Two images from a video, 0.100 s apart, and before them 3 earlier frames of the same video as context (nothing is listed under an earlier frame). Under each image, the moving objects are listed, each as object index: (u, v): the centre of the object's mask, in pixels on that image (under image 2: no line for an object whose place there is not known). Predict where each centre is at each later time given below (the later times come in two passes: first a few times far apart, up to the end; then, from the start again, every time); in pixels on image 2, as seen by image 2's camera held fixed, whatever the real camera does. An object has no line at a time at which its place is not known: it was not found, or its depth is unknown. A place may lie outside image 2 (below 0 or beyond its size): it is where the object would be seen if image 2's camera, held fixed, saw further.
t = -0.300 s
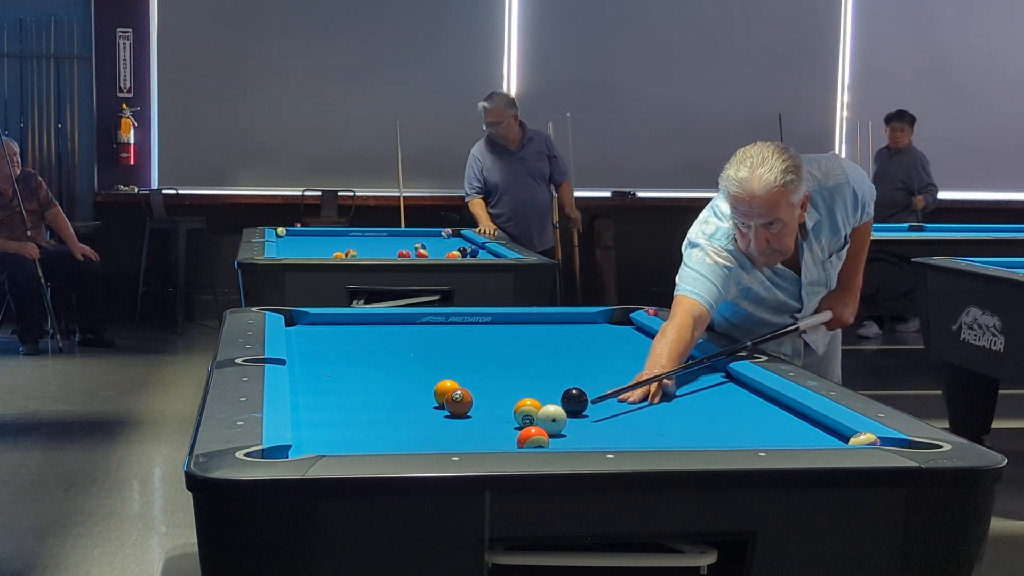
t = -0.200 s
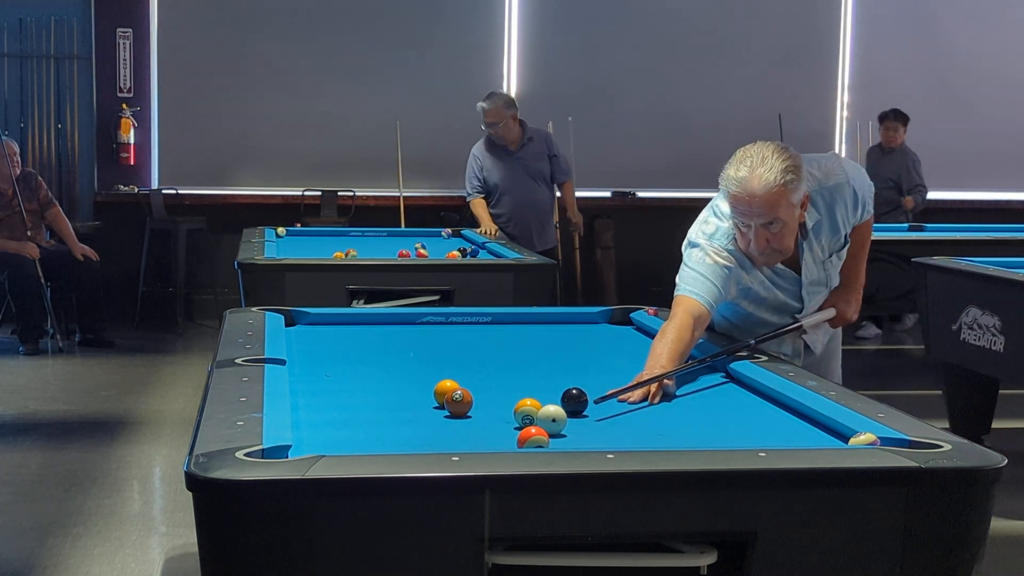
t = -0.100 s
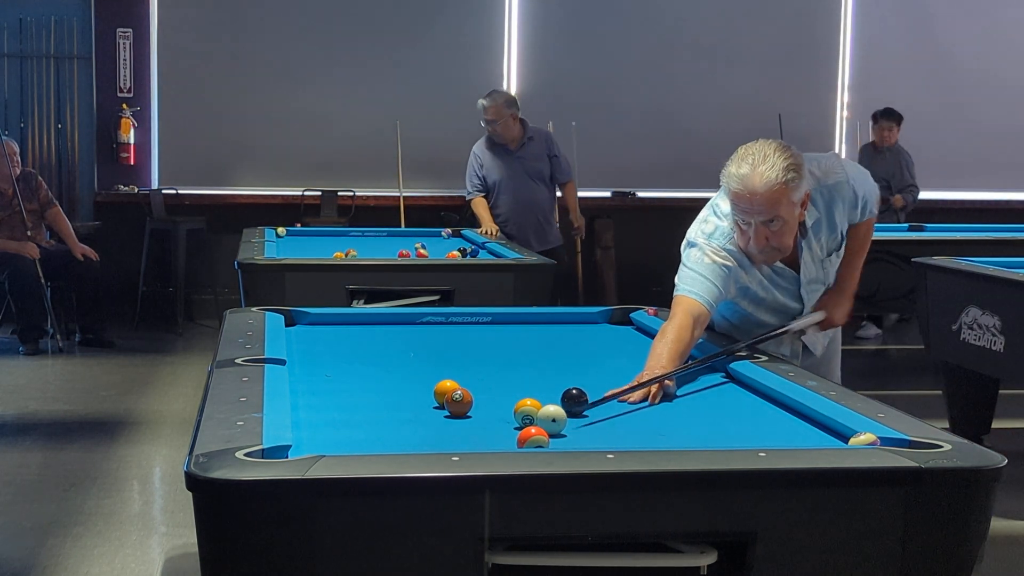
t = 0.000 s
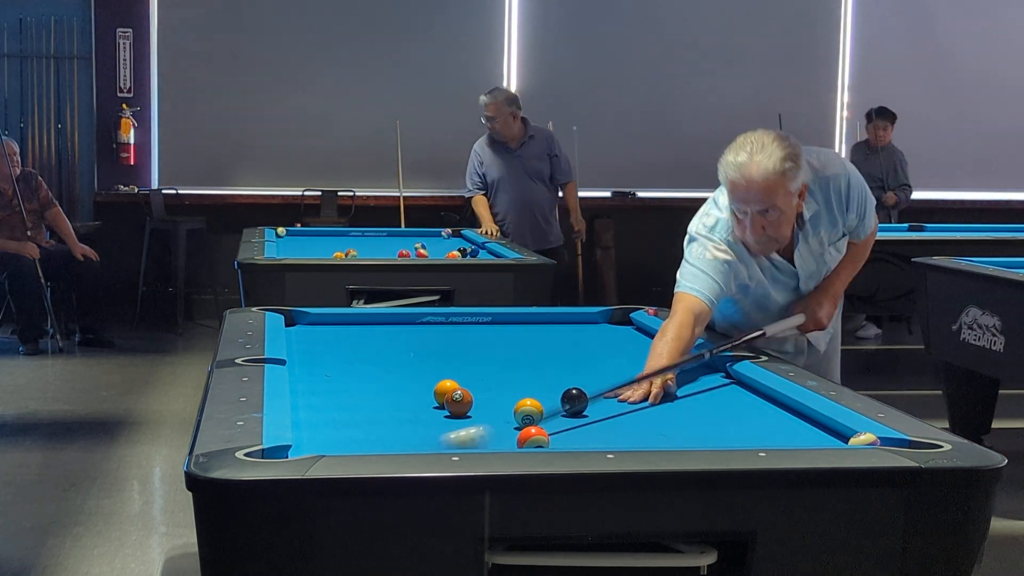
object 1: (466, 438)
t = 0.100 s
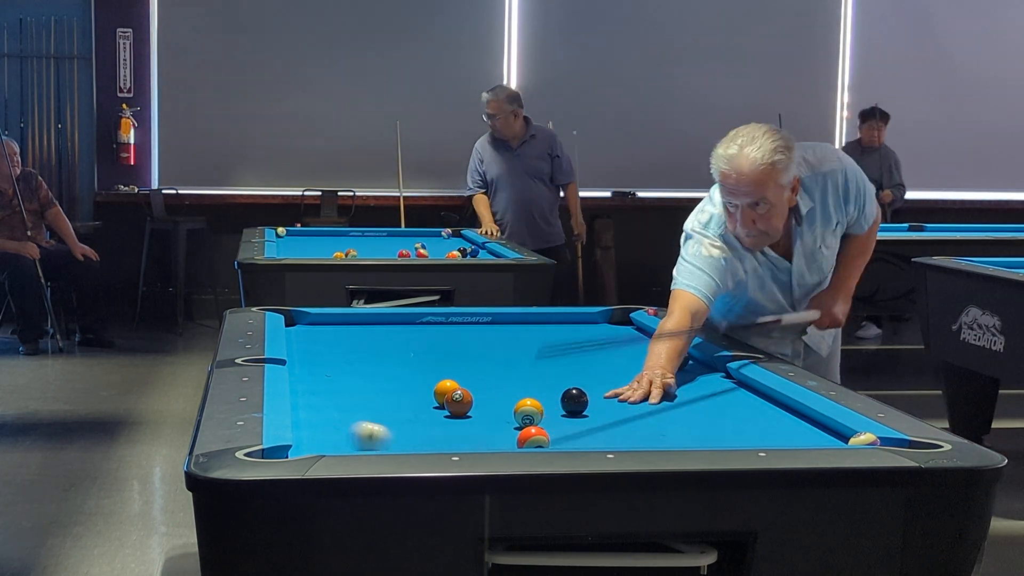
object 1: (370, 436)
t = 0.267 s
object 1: (330, 410)
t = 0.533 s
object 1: (403, 379)
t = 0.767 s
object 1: (453, 358)
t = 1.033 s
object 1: (500, 338)
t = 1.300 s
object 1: (537, 321)
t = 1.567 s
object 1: (601, 319)
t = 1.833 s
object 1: (612, 329)
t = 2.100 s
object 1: (580, 338)
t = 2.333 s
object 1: (550, 346)
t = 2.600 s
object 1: (515, 356)
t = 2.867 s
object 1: (476, 366)
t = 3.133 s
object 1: (435, 375)
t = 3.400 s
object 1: (393, 389)
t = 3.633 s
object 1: (353, 399)
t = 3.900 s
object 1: (306, 413)
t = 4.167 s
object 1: (333, 420)
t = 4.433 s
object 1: (360, 426)
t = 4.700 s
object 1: (386, 433)
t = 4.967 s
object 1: (409, 437)
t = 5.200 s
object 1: (429, 440)
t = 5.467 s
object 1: (450, 442)
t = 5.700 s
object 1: (465, 443)
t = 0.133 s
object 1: (346, 431)
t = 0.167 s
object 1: (324, 426)
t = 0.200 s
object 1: (307, 421)
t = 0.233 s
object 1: (319, 415)
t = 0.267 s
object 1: (330, 410)
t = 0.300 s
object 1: (340, 406)
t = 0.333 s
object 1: (350, 402)
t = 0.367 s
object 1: (360, 398)
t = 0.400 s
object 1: (369, 394)
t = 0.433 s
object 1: (378, 390)
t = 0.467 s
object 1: (387, 386)
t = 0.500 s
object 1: (395, 383)
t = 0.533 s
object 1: (403, 379)
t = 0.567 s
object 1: (411, 376)
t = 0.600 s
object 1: (418, 373)
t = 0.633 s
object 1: (426, 369)
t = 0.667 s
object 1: (433, 366)
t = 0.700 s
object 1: (440, 363)
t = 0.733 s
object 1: (447, 361)
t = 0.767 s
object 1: (453, 358)
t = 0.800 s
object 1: (459, 355)
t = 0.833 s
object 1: (466, 353)
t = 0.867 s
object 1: (471, 350)
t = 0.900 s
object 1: (478, 347)
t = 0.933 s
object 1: (483, 345)
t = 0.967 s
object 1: (489, 342)
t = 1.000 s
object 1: (494, 340)
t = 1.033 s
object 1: (500, 338)
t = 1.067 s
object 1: (505, 336)
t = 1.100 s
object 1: (510, 334)
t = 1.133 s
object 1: (515, 331)
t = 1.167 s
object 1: (519, 329)
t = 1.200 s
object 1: (524, 327)
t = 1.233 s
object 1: (528, 325)
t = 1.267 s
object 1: (533, 323)
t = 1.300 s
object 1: (537, 321)
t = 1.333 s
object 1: (541, 320)
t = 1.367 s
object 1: (545, 318)
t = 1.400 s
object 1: (549, 316)
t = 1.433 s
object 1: (558, 316)
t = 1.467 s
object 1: (568, 317)
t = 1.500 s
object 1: (579, 317)
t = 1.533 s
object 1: (590, 318)
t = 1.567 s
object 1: (601, 319)
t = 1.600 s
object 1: (612, 320)
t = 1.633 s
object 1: (622, 322)
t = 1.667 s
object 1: (630, 323)
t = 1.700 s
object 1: (627, 325)
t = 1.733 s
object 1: (623, 326)
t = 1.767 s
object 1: (620, 327)
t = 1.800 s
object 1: (616, 328)
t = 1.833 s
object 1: (612, 329)
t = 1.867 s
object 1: (608, 330)
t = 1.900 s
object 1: (604, 331)
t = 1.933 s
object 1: (600, 332)
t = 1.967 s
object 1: (596, 333)
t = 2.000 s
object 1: (592, 335)
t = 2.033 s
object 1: (588, 336)
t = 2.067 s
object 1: (584, 337)
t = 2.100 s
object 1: (580, 338)
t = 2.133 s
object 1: (575, 339)
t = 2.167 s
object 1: (571, 340)
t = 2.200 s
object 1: (567, 341)
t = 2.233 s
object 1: (563, 343)
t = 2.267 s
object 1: (559, 344)
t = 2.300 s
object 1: (554, 345)
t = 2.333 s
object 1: (550, 346)
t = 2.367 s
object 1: (546, 347)
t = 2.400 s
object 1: (541, 348)
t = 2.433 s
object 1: (537, 350)
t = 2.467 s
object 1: (533, 351)
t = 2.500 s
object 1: (528, 352)
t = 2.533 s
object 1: (523, 353)
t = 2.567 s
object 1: (519, 354)
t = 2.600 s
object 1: (515, 356)
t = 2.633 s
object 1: (510, 357)
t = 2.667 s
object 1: (505, 358)
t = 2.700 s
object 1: (500, 360)
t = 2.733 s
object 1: (496, 361)
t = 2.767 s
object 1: (491, 362)
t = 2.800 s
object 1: (486, 364)
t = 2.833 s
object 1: (481, 365)
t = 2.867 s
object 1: (476, 366)
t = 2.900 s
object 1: (472, 368)
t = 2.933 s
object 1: (467, 369)
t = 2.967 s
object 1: (462, 370)
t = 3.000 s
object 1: (457, 370)
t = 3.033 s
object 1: (452, 371)
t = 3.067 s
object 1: (446, 371)
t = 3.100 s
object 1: (440, 373)
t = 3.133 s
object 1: (435, 375)
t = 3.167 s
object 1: (430, 378)
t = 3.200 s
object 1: (425, 380)
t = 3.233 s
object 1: (420, 381)
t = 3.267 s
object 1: (415, 382)
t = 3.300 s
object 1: (409, 384)
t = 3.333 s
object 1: (404, 386)
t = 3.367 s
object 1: (398, 387)
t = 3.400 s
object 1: (393, 389)
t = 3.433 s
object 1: (387, 390)
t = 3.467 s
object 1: (382, 391)
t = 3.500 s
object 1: (376, 393)
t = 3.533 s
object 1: (370, 394)
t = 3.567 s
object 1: (364, 396)
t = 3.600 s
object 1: (359, 398)
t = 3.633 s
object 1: (353, 399)
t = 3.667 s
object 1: (347, 401)
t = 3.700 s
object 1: (341, 403)
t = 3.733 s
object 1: (335, 404)
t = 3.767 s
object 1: (329, 406)
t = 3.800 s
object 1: (323, 407)
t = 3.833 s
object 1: (317, 409)
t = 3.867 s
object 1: (311, 410)
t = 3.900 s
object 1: (306, 413)
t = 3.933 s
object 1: (309, 413)
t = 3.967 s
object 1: (312, 414)
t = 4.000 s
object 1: (316, 415)
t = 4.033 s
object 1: (319, 416)
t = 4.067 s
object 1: (323, 417)
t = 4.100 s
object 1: (326, 418)
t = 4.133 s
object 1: (330, 419)
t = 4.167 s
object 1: (333, 420)
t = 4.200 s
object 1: (337, 420)
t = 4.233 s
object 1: (340, 421)
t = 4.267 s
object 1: (343, 422)
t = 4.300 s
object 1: (347, 423)
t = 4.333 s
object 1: (350, 424)
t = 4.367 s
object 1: (353, 425)
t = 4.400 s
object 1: (357, 426)
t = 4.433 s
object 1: (360, 426)
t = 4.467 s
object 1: (363, 427)
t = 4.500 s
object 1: (366, 428)
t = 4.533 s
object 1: (370, 429)
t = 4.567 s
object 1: (373, 430)
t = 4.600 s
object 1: (376, 431)
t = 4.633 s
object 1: (379, 431)
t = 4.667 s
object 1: (382, 432)
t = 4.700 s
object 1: (386, 433)
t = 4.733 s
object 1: (389, 434)
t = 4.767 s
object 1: (391, 435)
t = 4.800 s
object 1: (395, 435)
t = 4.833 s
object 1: (398, 436)
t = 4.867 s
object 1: (400, 436)
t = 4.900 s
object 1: (403, 436)
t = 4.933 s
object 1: (406, 437)
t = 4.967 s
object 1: (409, 437)
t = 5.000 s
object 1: (412, 438)
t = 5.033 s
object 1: (415, 438)
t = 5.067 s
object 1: (418, 438)
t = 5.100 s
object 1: (421, 439)
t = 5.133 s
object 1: (424, 439)
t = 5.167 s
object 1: (427, 439)
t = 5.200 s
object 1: (429, 440)
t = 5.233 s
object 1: (432, 440)
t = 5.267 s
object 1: (435, 440)
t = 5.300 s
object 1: (437, 440)
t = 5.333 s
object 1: (440, 441)
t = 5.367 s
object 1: (442, 441)
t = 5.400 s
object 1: (445, 441)
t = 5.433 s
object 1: (448, 442)
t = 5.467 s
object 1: (450, 442)
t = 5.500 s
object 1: (453, 442)
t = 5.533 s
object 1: (455, 443)
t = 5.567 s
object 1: (458, 443)
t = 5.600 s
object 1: (460, 443)
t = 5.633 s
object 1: (463, 443)
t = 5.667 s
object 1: (464, 443)
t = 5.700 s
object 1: (465, 443)
